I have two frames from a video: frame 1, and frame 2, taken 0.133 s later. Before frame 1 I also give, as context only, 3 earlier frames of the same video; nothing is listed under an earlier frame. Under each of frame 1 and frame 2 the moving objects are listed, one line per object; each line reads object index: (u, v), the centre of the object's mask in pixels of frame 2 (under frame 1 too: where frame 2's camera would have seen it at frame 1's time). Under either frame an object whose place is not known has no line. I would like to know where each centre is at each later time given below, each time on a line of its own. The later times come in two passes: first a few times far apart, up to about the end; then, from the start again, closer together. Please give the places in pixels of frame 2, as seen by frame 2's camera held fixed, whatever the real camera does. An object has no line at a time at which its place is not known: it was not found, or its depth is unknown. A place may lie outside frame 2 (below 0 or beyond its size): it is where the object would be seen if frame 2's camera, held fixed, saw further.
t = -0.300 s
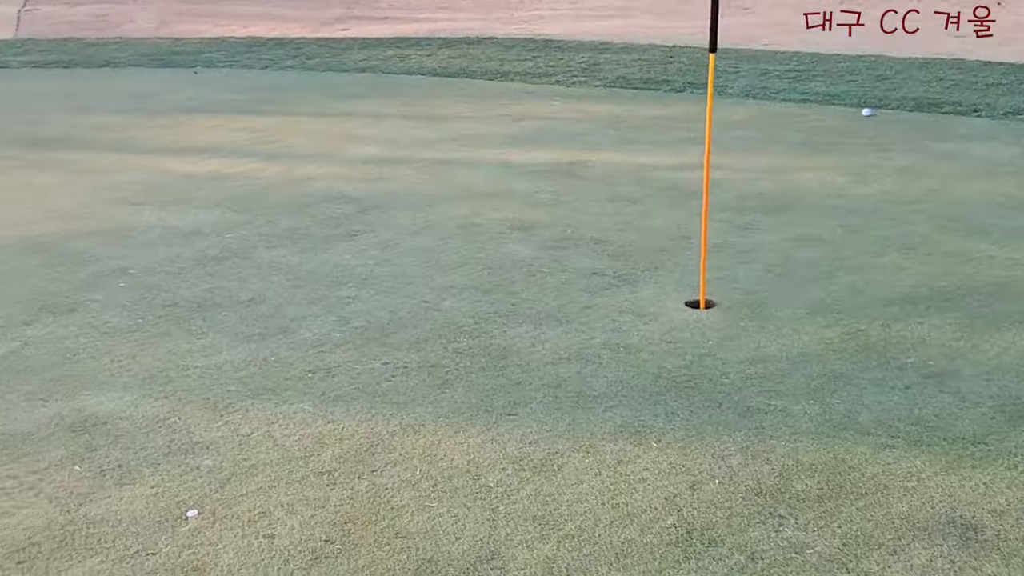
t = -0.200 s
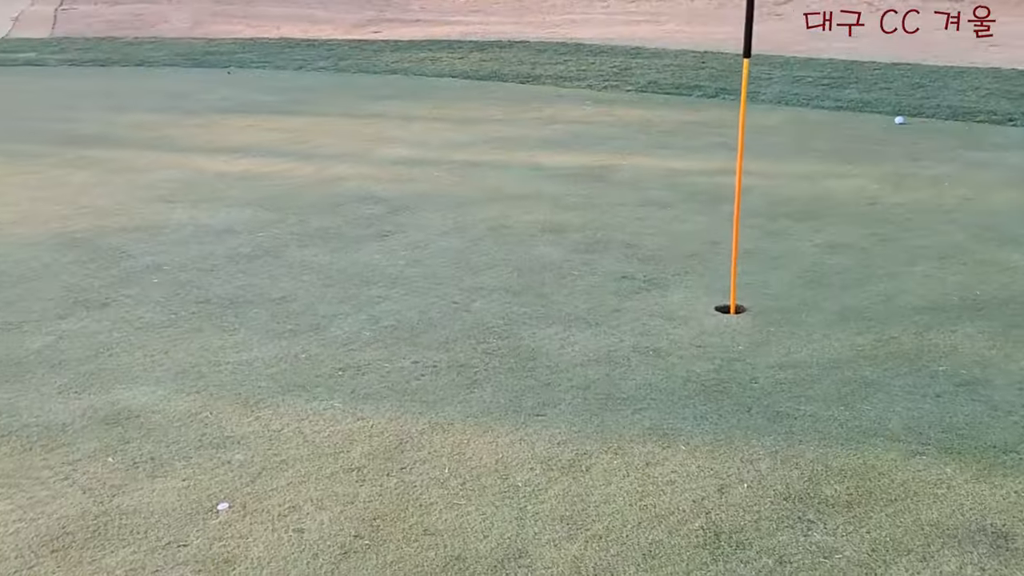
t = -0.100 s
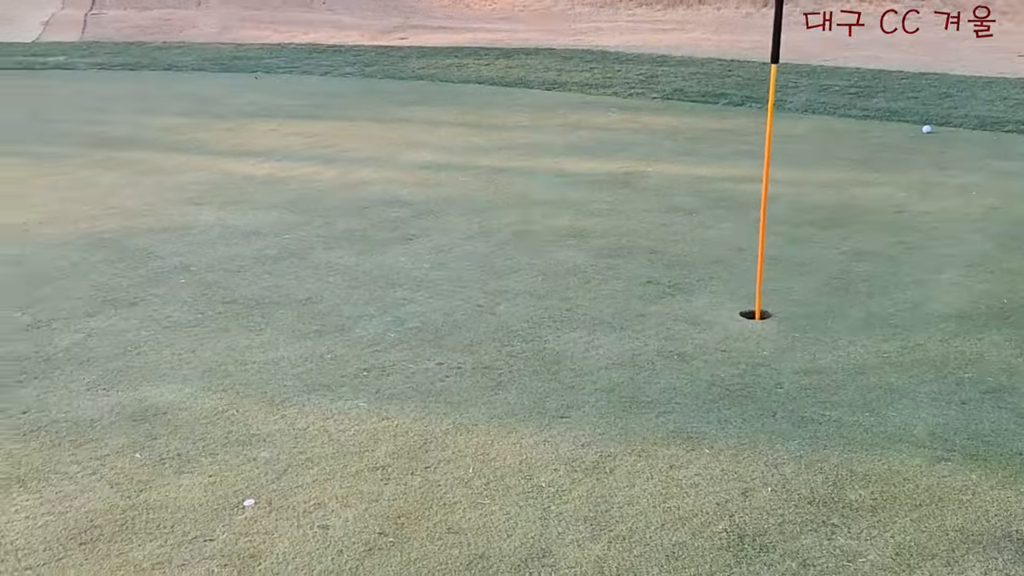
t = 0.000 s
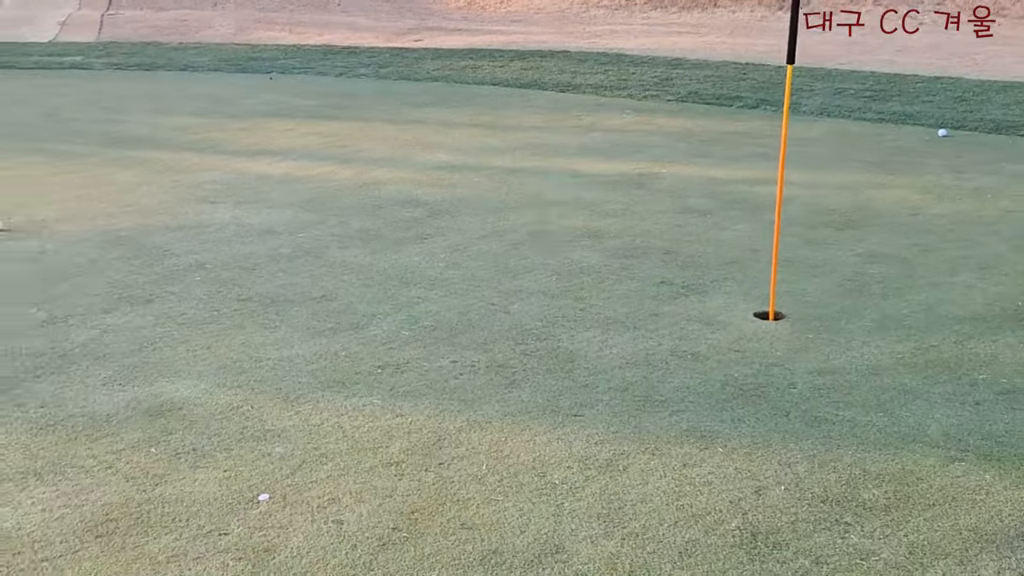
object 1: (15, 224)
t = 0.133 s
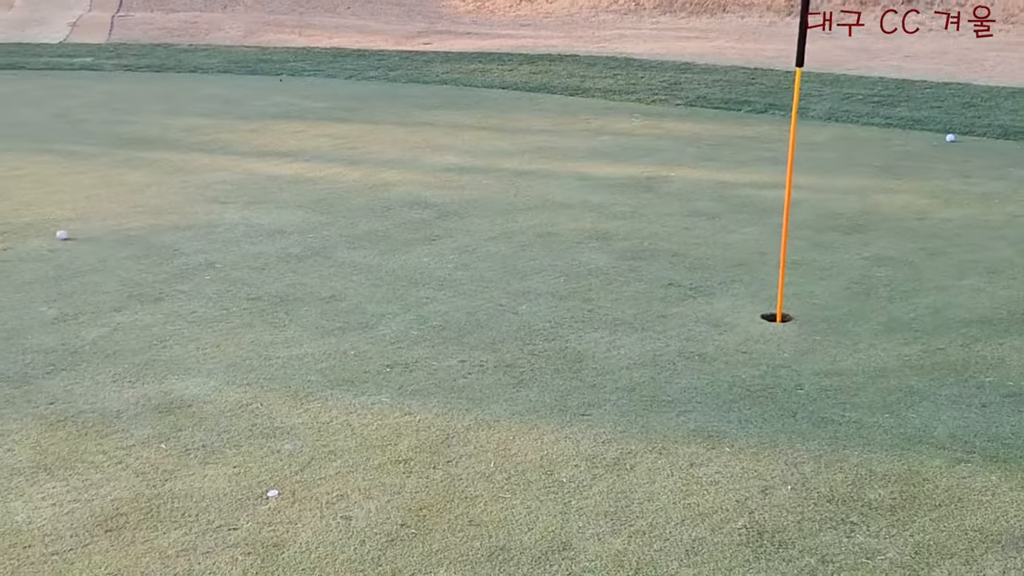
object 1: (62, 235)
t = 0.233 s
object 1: (103, 243)
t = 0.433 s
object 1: (192, 259)
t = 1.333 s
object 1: (658, 347)
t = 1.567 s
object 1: (805, 373)
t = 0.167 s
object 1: (75, 237)
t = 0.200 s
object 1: (89, 240)
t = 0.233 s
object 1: (103, 243)
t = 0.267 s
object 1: (117, 246)
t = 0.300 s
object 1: (132, 248)
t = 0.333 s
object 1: (147, 251)
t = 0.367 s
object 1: (161, 253)
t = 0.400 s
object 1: (177, 256)
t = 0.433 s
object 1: (192, 259)
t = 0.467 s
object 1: (207, 262)
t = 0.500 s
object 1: (222, 265)
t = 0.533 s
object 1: (238, 268)
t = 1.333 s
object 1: (658, 347)
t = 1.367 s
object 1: (680, 351)
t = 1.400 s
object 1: (700, 355)
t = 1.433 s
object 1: (720, 358)
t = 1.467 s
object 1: (741, 361)
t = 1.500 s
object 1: (762, 366)
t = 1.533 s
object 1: (783, 370)
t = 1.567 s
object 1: (805, 373)
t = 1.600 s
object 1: (826, 377)
